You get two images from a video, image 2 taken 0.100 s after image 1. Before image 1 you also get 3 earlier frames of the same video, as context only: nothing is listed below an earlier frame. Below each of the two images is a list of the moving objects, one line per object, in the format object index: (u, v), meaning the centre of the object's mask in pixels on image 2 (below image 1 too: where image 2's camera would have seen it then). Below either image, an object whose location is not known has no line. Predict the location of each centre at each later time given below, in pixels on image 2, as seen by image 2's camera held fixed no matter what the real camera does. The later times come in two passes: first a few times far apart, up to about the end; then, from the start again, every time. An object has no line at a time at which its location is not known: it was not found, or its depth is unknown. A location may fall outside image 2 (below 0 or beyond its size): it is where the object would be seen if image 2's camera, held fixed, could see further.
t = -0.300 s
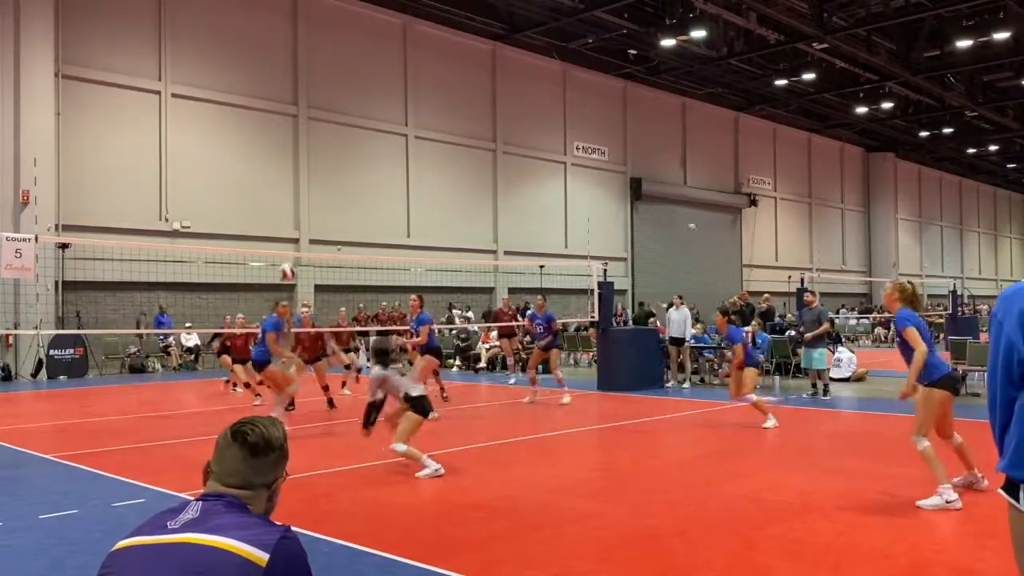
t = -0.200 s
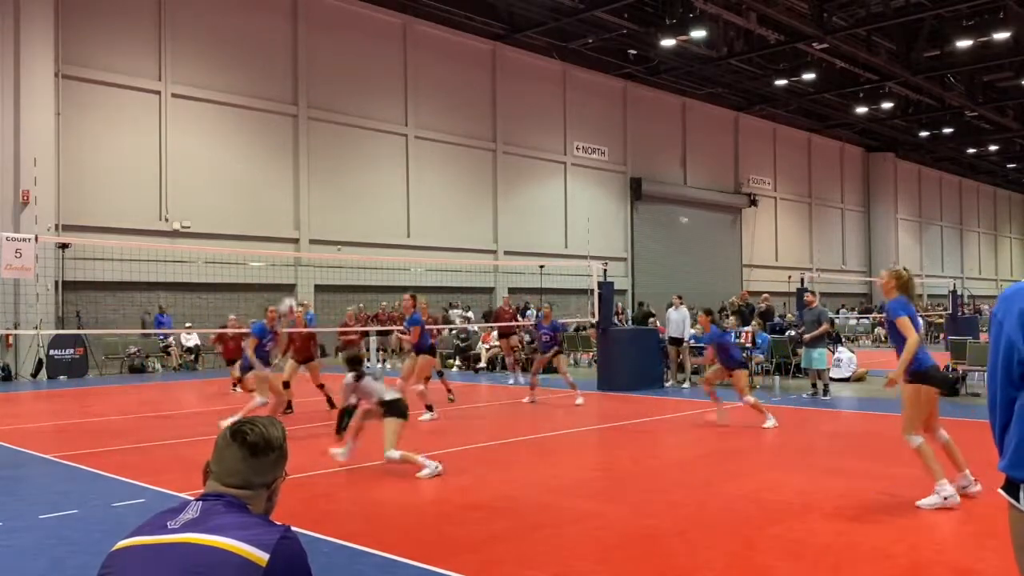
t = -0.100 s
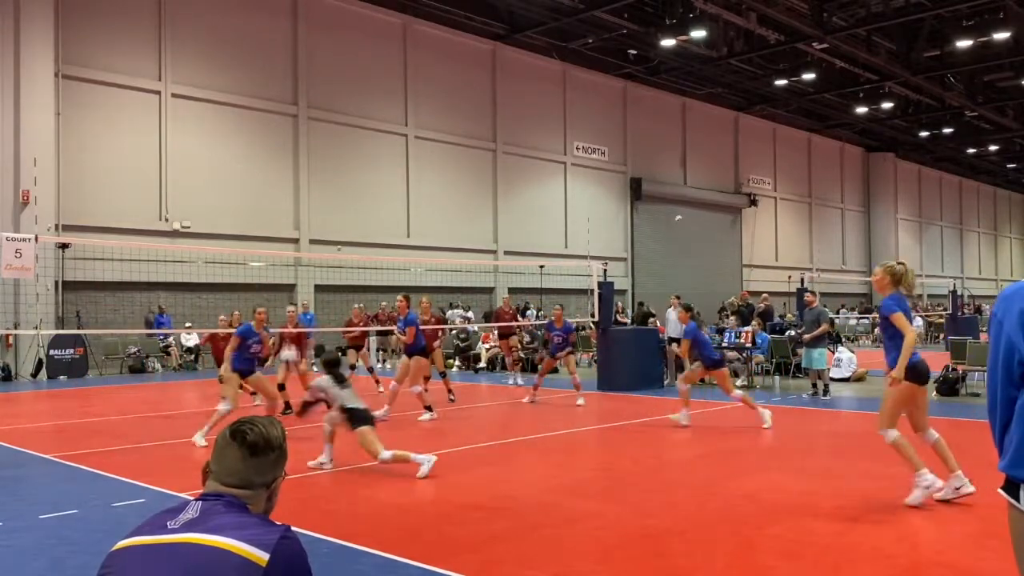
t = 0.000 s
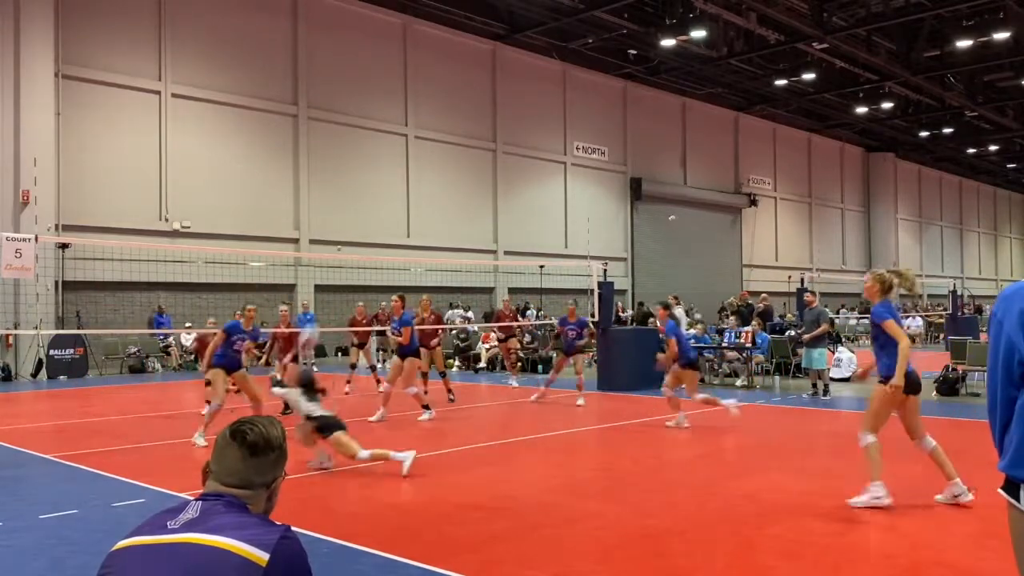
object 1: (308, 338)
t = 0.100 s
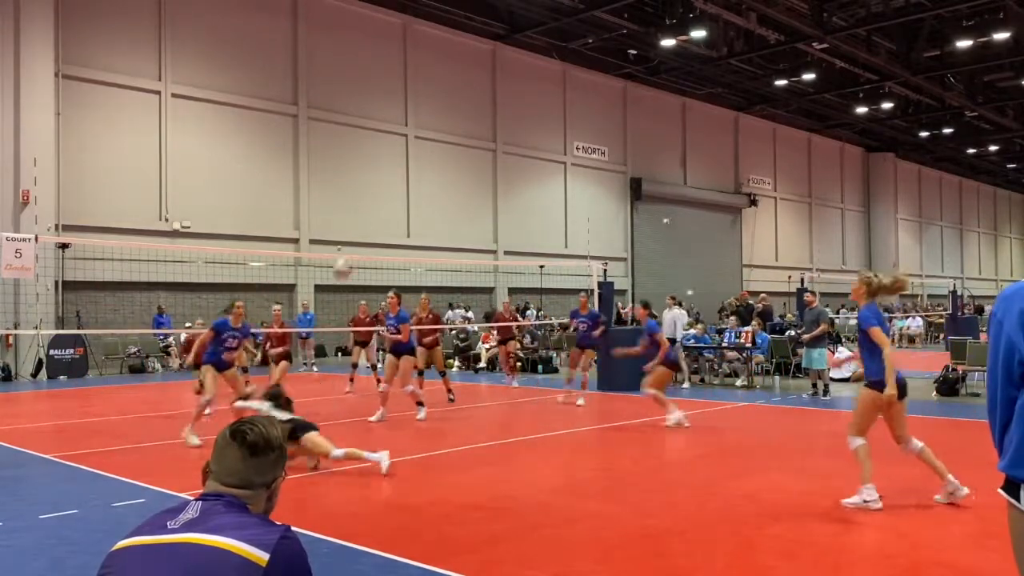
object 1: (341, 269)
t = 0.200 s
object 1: (374, 213)
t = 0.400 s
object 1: (430, 142)
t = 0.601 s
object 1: (479, 114)
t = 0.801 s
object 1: (523, 116)
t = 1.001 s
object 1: (563, 147)
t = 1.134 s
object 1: (587, 181)
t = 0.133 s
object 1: (353, 247)
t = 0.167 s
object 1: (363, 229)
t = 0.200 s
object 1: (374, 213)
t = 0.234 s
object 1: (383, 199)
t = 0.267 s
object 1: (392, 186)
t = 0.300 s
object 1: (402, 172)
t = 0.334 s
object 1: (412, 162)
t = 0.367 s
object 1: (421, 151)
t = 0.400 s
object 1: (430, 142)
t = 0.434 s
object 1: (438, 135)
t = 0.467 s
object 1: (447, 128)
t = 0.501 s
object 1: (455, 123)
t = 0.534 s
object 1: (463, 118)
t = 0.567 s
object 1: (471, 115)
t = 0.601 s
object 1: (479, 114)
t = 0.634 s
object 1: (487, 112)
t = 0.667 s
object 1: (494, 112)
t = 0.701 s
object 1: (502, 112)
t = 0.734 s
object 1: (509, 113)
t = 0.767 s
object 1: (516, 114)
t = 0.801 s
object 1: (523, 116)
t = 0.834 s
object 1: (530, 120)
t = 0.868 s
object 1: (537, 124)
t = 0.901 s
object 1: (544, 128)
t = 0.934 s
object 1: (550, 134)
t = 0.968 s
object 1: (556, 139)
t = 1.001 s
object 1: (563, 147)
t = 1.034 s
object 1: (568, 153)
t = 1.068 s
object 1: (576, 163)
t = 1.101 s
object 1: (582, 170)
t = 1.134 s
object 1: (587, 181)
